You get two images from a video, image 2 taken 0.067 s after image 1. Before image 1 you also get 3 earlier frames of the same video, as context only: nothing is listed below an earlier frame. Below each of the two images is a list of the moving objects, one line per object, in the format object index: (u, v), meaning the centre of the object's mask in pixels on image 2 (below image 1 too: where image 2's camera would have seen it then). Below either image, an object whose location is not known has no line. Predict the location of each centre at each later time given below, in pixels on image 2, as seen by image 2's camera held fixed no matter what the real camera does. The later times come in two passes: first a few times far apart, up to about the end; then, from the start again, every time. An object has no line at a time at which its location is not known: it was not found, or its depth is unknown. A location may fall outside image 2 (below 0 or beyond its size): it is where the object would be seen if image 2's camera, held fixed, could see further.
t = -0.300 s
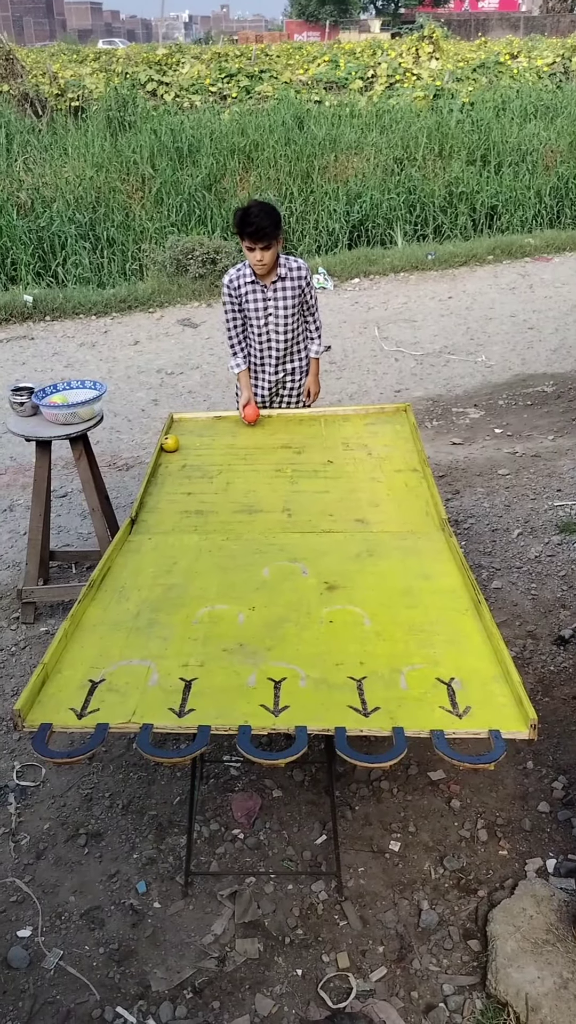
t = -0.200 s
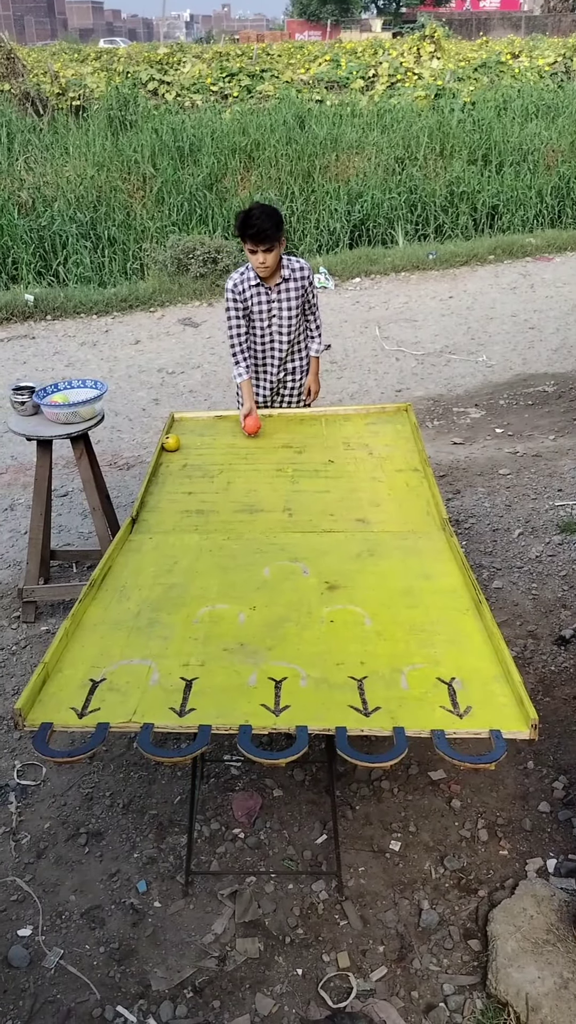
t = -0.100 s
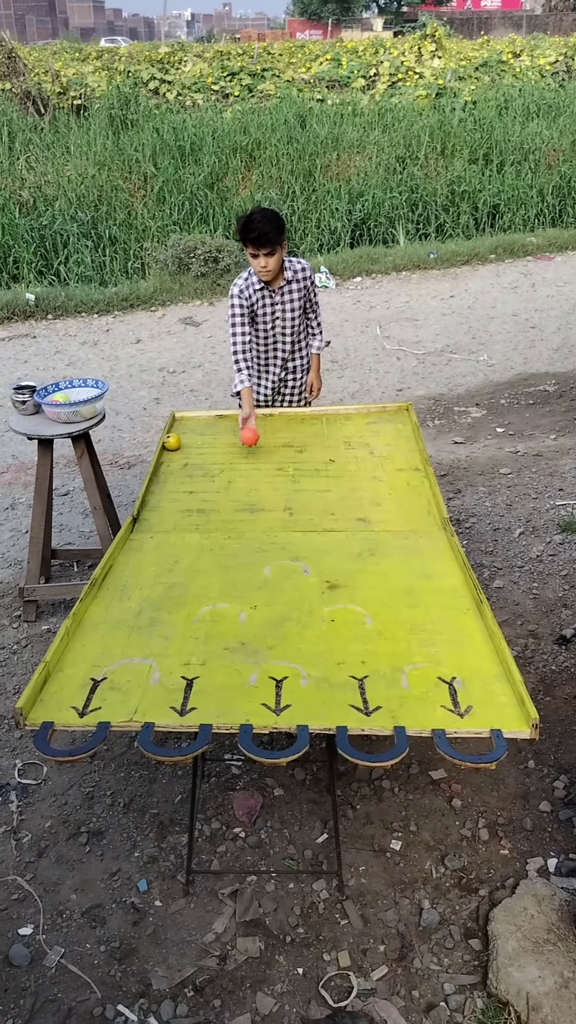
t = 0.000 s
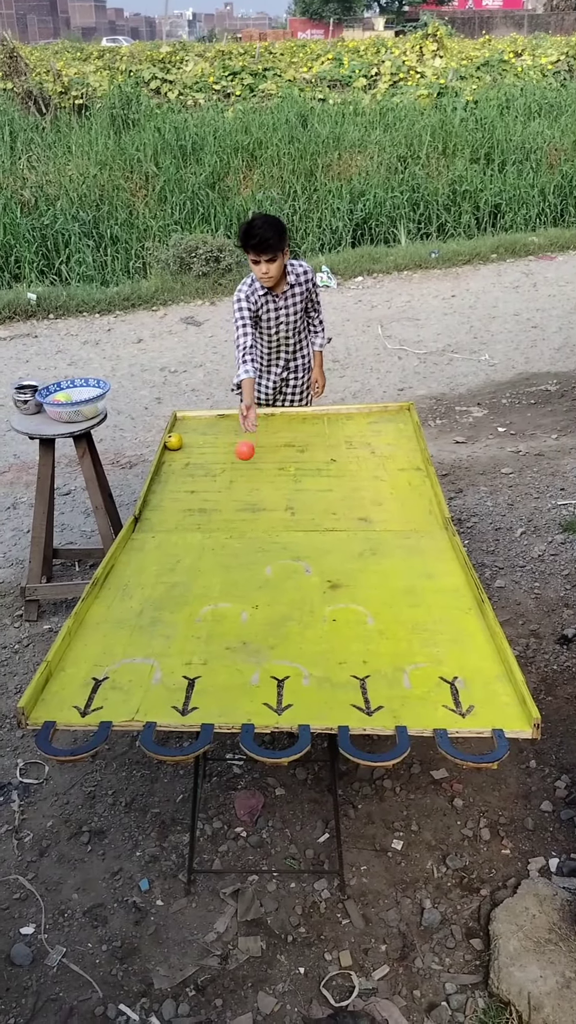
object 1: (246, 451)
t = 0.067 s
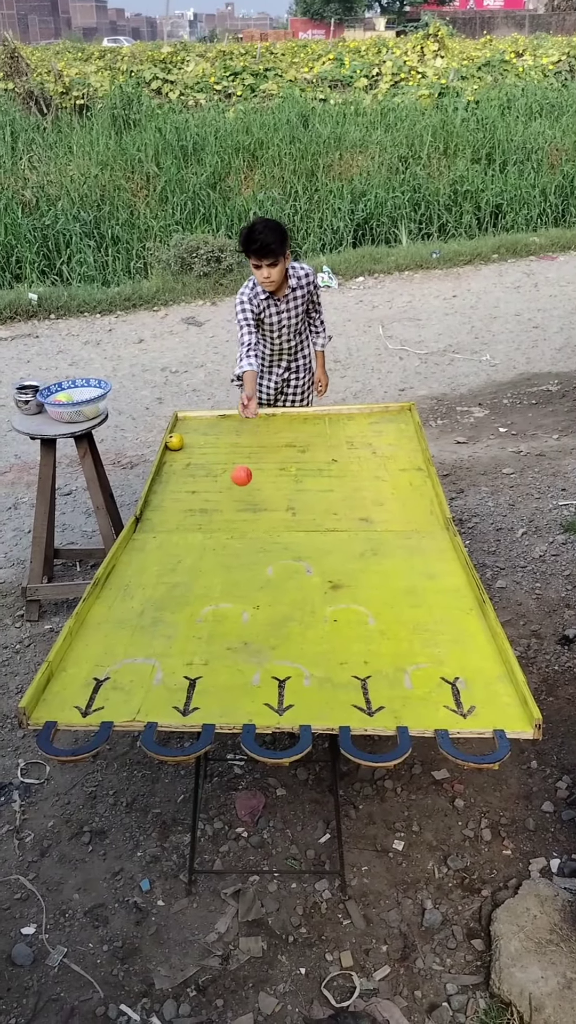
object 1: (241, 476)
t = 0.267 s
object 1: (229, 530)
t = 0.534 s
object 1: (215, 597)
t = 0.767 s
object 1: (209, 664)
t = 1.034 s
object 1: (210, 730)
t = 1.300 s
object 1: (231, 947)
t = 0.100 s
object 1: (239, 494)
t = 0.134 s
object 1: (237, 516)
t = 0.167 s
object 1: (235, 532)
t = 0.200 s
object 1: (233, 528)
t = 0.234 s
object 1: (231, 527)
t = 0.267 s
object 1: (229, 530)
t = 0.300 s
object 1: (227, 536)
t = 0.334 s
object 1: (225, 546)
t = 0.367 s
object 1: (223, 559)
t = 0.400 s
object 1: (222, 578)
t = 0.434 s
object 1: (220, 584)
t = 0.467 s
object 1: (218, 585)
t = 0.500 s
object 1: (216, 589)
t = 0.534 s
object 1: (215, 597)
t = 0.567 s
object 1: (214, 609)
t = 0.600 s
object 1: (212, 625)
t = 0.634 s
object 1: (211, 629)
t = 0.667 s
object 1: (210, 634)
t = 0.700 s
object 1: (210, 643)
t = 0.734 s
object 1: (209, 657)
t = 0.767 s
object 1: (209, 664)
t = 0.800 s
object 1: (209, 673)
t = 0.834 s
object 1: (209, 682)
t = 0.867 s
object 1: (209, 691)
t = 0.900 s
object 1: (208, 699)
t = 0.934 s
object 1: (208, 707)
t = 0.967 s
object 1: (208, 713)
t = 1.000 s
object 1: (209, 723)
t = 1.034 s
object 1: (210, 730)
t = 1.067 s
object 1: (212, 742)
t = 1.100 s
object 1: (214, 757)
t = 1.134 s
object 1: (216, 778)
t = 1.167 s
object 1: (218, 804)
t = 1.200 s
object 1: (221, 834)
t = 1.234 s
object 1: (224, 868)
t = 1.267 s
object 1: (227, 905)
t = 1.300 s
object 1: (231, 947)
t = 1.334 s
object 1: (234, 992)
